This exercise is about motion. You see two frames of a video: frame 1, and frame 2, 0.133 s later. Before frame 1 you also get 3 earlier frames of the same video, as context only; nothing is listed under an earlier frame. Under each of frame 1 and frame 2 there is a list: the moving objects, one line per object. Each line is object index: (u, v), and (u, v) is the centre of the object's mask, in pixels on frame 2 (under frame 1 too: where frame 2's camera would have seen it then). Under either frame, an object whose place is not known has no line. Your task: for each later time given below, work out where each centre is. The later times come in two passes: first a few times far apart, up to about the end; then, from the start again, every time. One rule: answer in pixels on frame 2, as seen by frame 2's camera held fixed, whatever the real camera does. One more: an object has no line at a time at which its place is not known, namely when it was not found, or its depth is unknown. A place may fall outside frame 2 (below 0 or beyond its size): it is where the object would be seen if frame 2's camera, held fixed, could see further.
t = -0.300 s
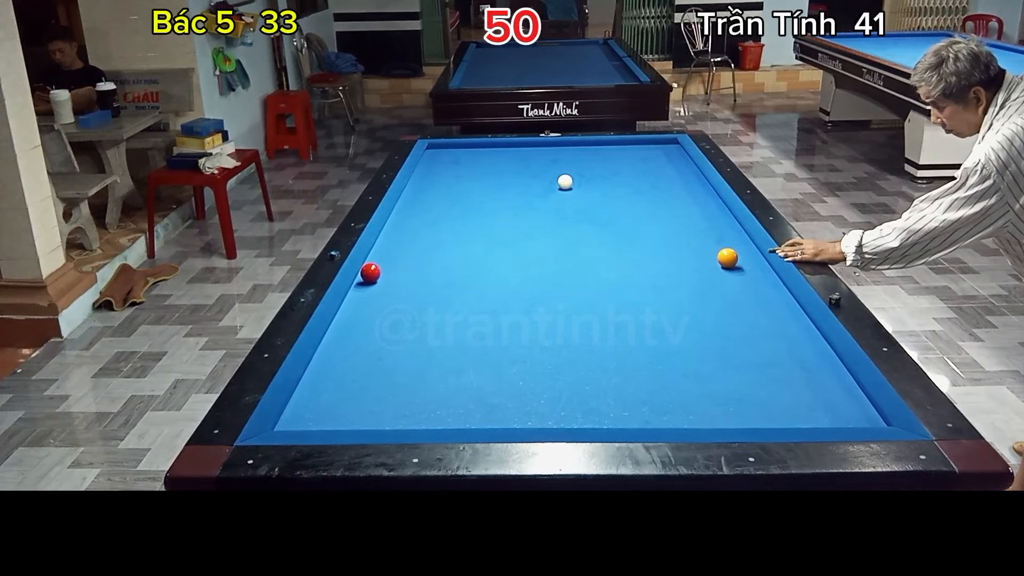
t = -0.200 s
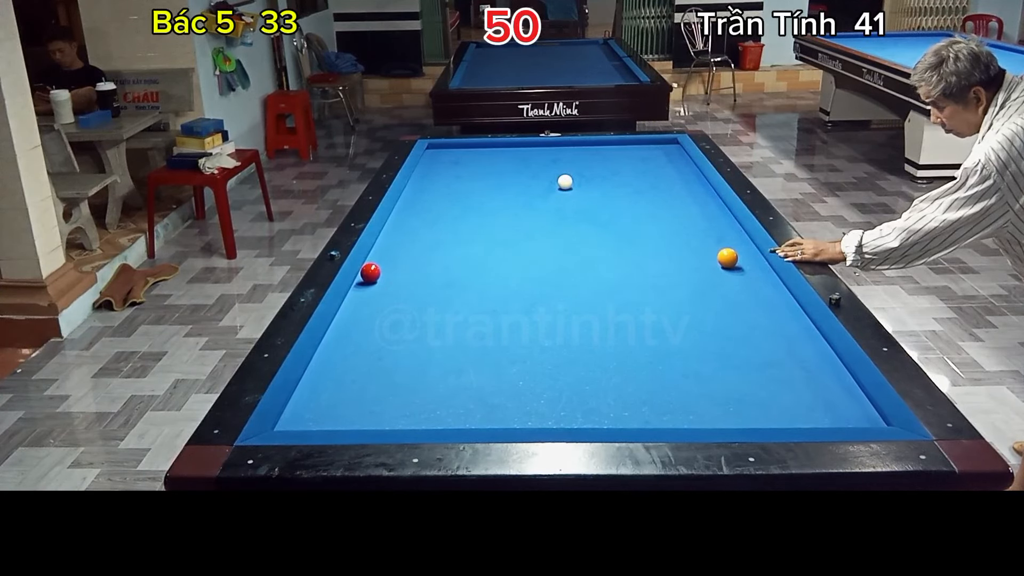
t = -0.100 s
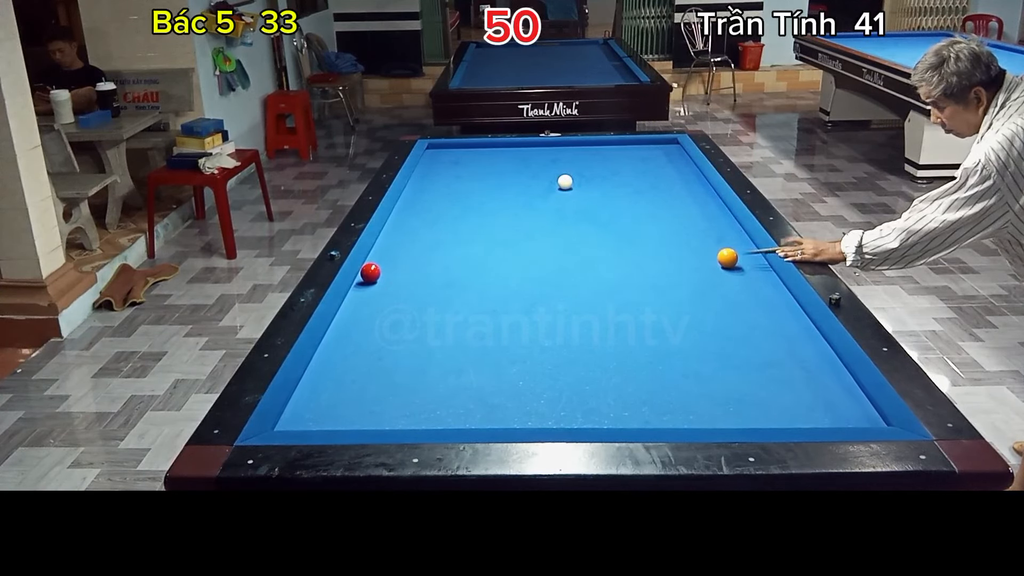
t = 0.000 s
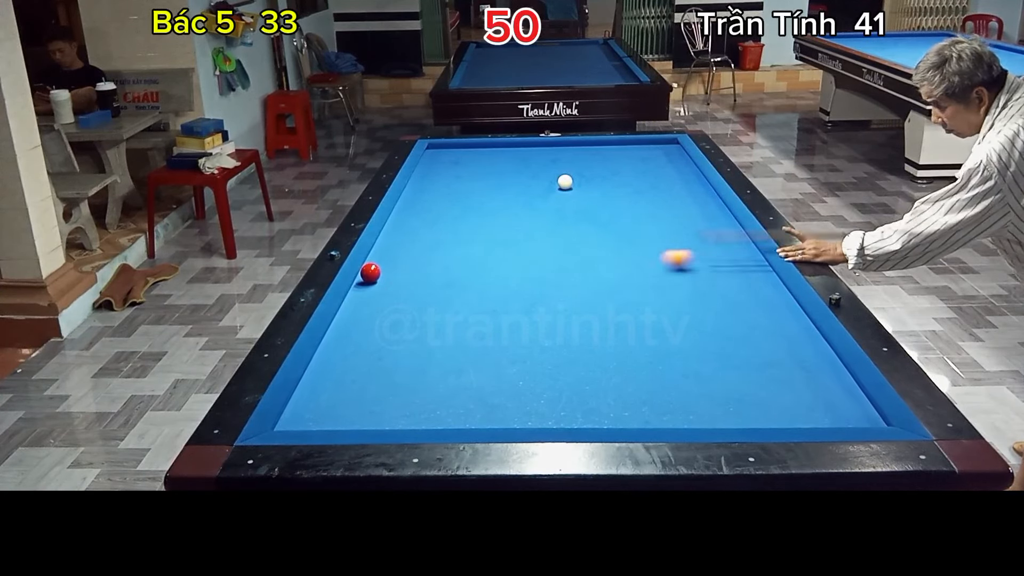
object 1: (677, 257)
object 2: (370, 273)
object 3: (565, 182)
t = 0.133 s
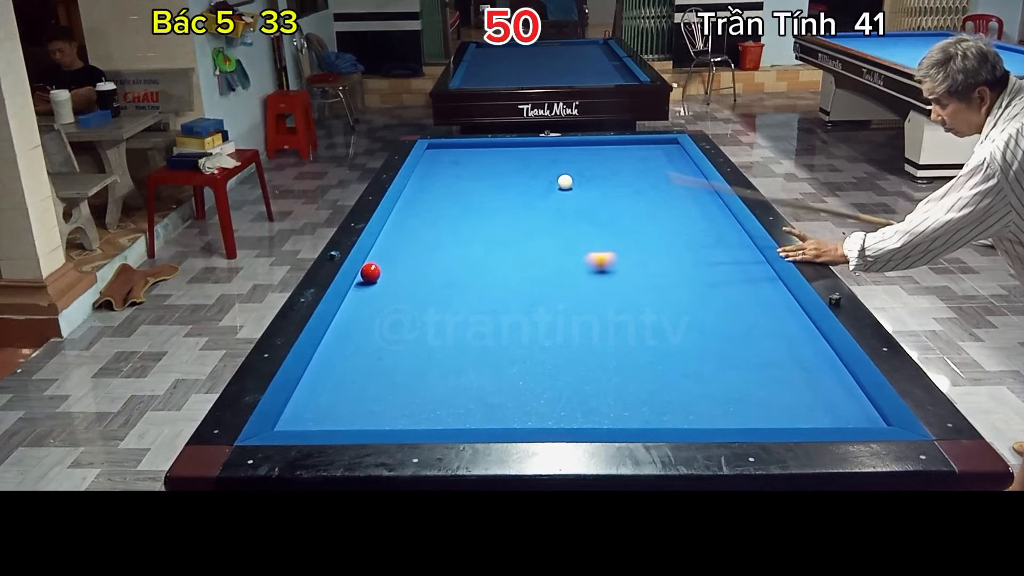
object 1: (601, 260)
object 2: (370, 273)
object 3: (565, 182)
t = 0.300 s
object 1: (508, 262)
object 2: (370, 273)
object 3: (565, 182)
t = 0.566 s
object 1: (381, 261)
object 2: (375, 276)
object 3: (565, 182)
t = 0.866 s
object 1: (418, 242)
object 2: (434, 289)
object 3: (565, 182)
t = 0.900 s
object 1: (423, 239)
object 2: (440, 290)
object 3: (565, 182)
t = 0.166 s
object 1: (582, 261)
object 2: (370, 273)
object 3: (565, 182)
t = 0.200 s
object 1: (563, 261)
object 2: (370, 273)
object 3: (565, 182)
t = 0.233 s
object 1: (545, 261)
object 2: (370, 273)
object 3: (565, 182)
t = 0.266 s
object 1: (526, 261)
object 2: (370, 273)
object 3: (565, 182)
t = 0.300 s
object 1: (508, 262)
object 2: (370, 273)
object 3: (565, 182)
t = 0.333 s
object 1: (490, 262)
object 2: (370, 273)
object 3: (565, 182)
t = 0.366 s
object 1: (471, 263)
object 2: (370, 273)
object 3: (565, 182)
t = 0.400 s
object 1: (453, 264)
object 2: (370, 273)
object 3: (565, 182)
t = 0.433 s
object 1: (434, 264)
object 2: (370, 273)
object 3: (565, 182)
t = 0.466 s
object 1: (415, 265)
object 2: (370, 273)
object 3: (565, 182)
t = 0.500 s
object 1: (397, 265)
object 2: (370, 273)
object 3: (565, 182)
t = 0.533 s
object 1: (386, 266)
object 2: (368, 274)
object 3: (565, 182)
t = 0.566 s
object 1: (381, 261)
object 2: (375, 276)
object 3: (565, 182)
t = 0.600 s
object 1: (375, 260)
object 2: (383, 277)
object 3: (565, 182)
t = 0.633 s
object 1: (380, 258)
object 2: (389, 279)
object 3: (565, 182)
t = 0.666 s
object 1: (387, 255)
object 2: (395, 280)
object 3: (565, 182)
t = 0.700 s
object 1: (393, 253)
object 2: (402, 282)
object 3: (565, 182)
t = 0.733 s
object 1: (398, 250)
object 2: (408, 283)
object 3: (565, 182)
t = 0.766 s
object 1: (403, 248)
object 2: (414, 284)
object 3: (565, 182)
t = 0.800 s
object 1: (408, 246)
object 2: (421, 286)
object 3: (565, 182)
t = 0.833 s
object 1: (413, 244)
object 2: (427, 287)
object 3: (565, 182)
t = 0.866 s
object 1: (418, 242)
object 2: (434, 289)
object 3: (565, 182)
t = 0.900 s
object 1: (423, 239)
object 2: (440, 290)
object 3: (565, 182)
